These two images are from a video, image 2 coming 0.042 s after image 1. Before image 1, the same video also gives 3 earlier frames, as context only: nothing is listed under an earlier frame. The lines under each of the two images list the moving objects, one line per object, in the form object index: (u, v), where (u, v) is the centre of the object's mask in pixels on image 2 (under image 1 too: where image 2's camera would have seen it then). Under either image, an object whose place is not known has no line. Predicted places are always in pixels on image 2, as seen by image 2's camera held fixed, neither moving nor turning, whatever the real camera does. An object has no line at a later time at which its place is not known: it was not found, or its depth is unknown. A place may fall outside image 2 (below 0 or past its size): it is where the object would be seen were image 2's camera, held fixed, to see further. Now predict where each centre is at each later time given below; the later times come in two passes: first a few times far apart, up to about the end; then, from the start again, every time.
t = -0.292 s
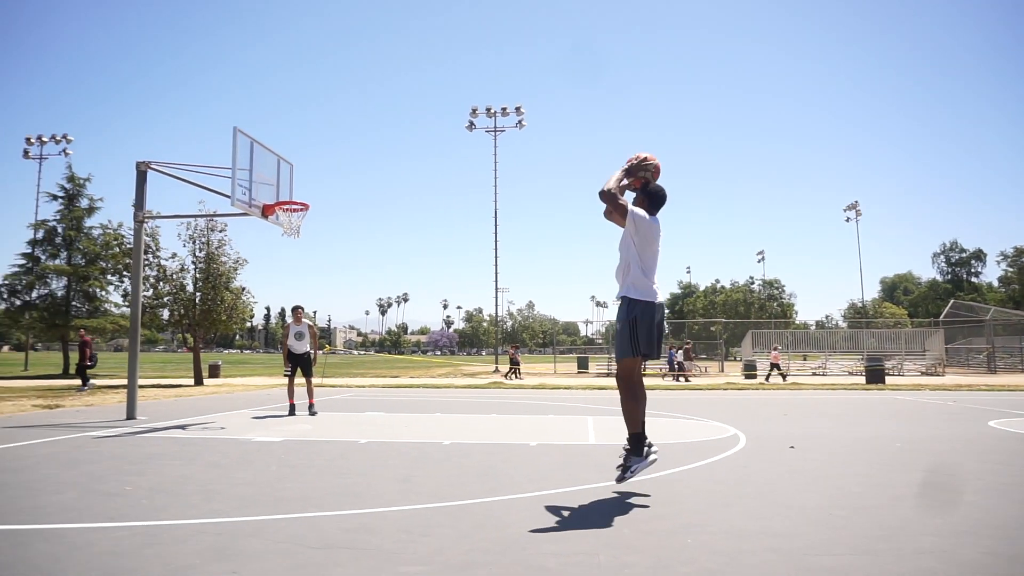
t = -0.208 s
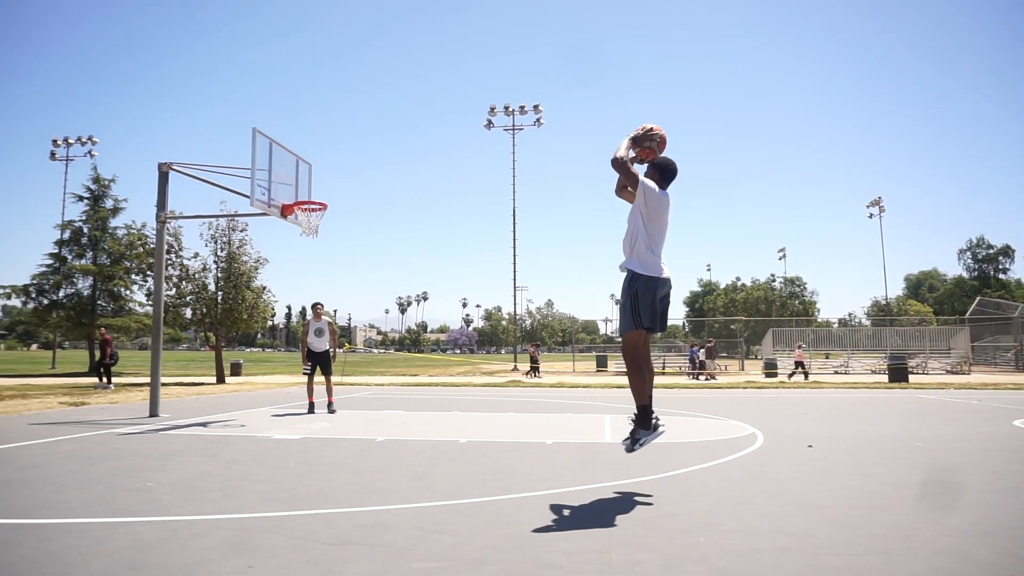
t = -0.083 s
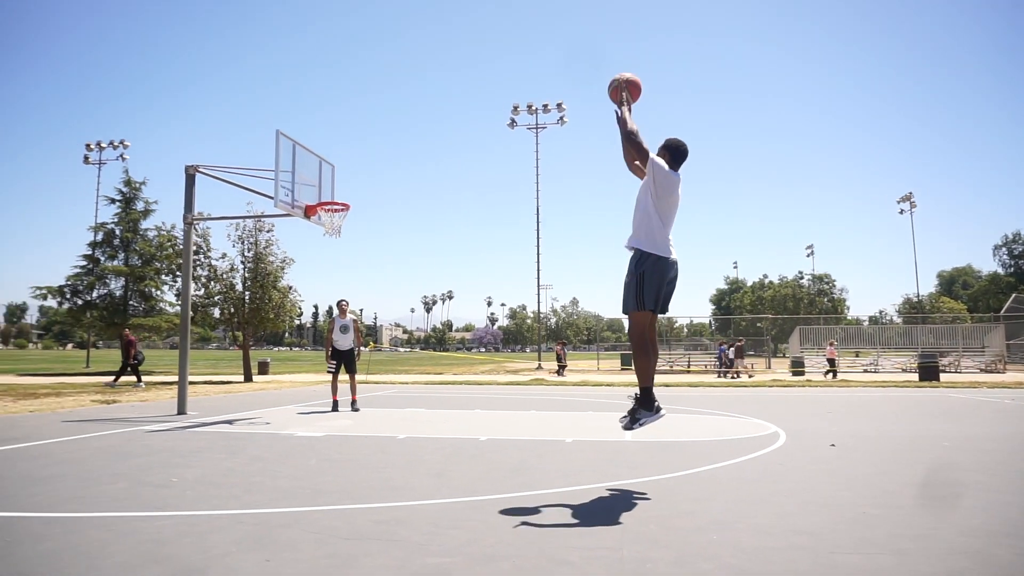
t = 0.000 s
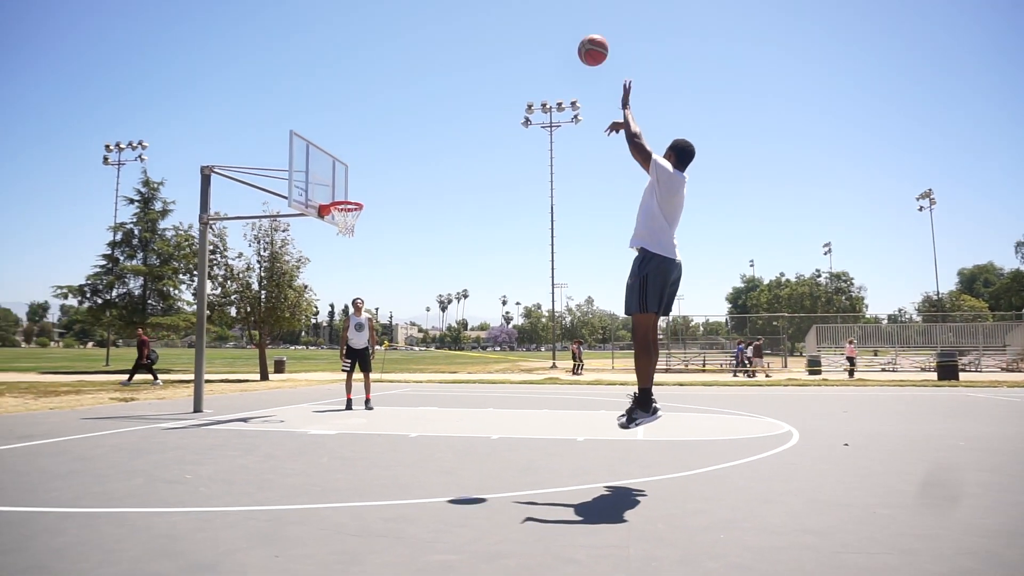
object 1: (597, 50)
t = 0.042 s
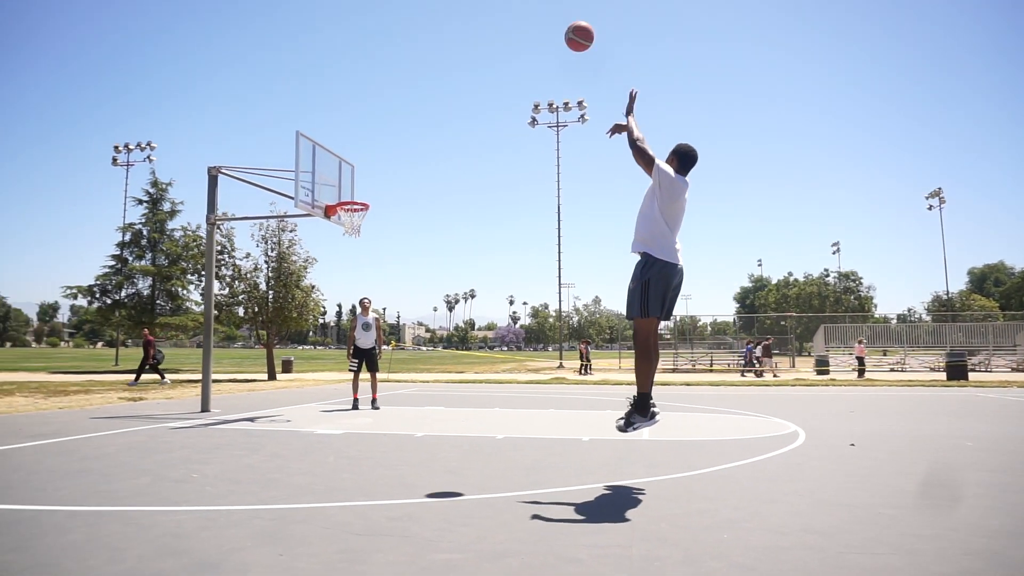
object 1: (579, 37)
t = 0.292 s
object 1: (491, 9)
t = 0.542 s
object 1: (432, 32)
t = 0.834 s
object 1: (383, 110)
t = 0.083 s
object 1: (562, 26)
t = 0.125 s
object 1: (546, 18)
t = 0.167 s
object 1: (530, 13)
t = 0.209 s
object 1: (516, 10)
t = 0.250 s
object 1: (503, 9)
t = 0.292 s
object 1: (491, 9)
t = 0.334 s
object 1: (480, 9)
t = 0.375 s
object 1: (469, 11)
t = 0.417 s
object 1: (459, 14)
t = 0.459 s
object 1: (449, 19)
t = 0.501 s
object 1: (440, 25)
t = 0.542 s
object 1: (432, 32)
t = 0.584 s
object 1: (424, 41)
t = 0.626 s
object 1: (416, 50)
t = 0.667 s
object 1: (409, 60)
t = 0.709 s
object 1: (402, 71)
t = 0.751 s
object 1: (395, 83)
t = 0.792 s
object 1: (389, 96)
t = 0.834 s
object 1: (383, 110)
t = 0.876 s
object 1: (377, 124)
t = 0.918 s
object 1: (371, 139)
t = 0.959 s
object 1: (365, 154)
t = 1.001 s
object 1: (360, 170)
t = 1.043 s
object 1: (355, 187)
